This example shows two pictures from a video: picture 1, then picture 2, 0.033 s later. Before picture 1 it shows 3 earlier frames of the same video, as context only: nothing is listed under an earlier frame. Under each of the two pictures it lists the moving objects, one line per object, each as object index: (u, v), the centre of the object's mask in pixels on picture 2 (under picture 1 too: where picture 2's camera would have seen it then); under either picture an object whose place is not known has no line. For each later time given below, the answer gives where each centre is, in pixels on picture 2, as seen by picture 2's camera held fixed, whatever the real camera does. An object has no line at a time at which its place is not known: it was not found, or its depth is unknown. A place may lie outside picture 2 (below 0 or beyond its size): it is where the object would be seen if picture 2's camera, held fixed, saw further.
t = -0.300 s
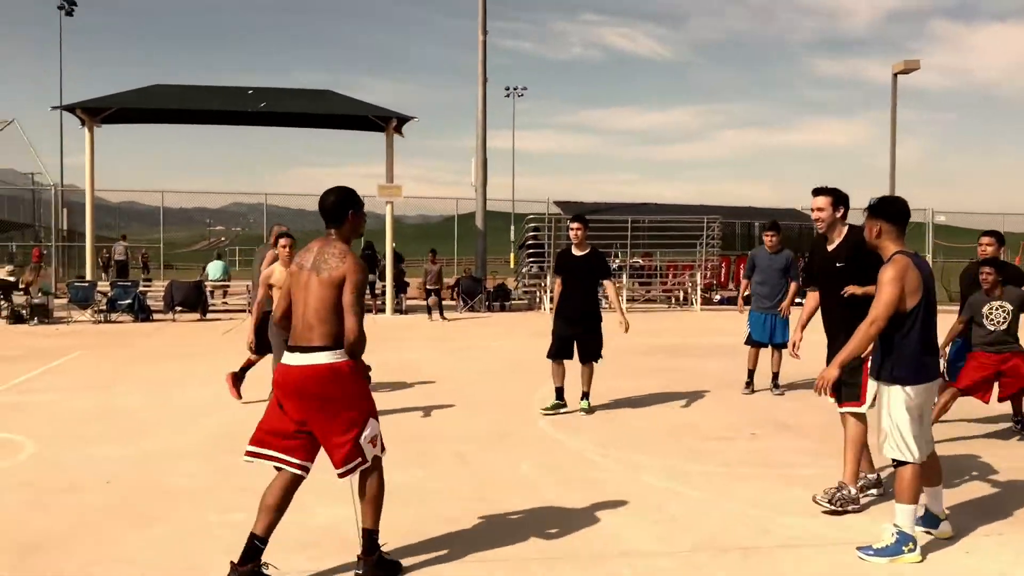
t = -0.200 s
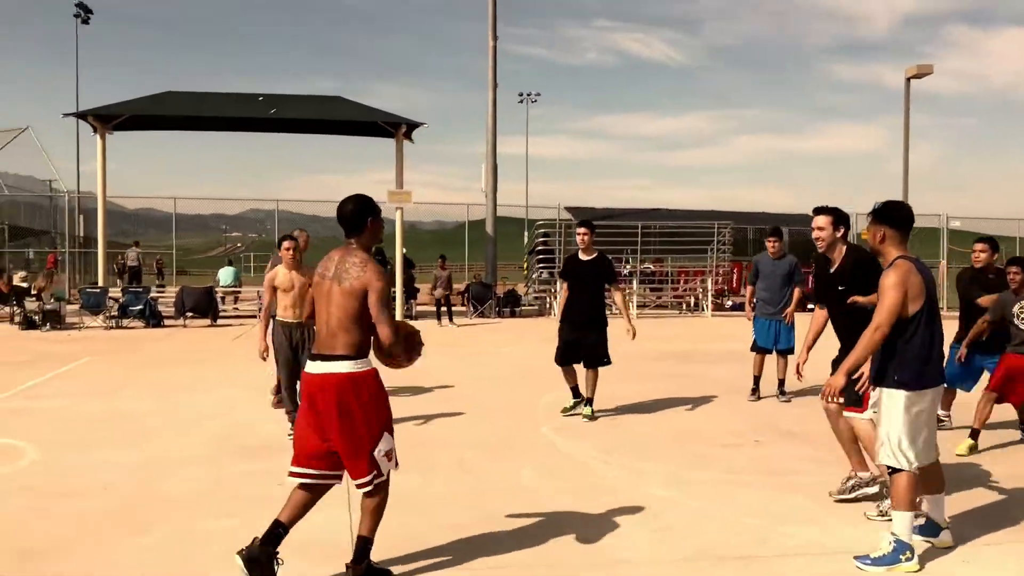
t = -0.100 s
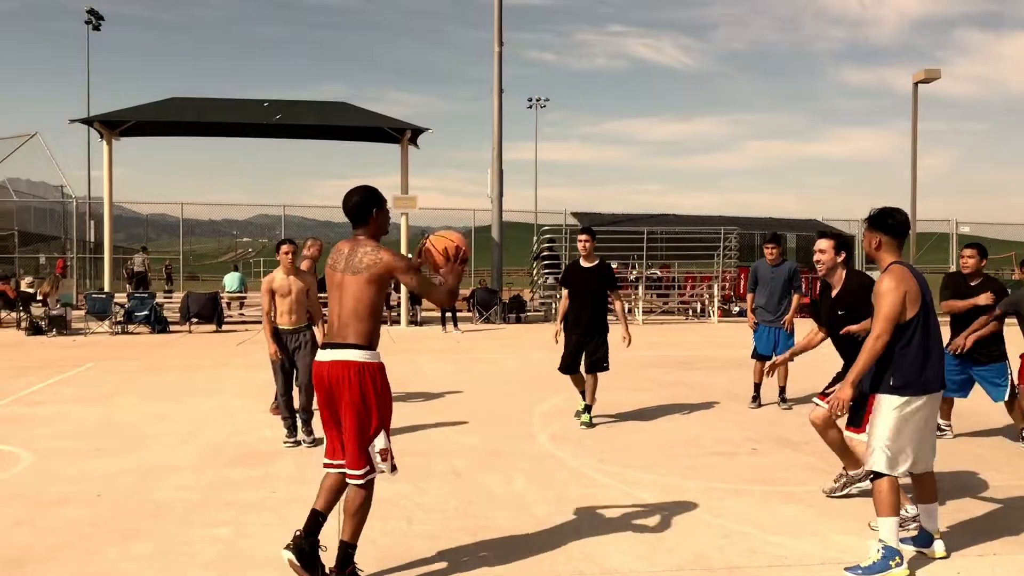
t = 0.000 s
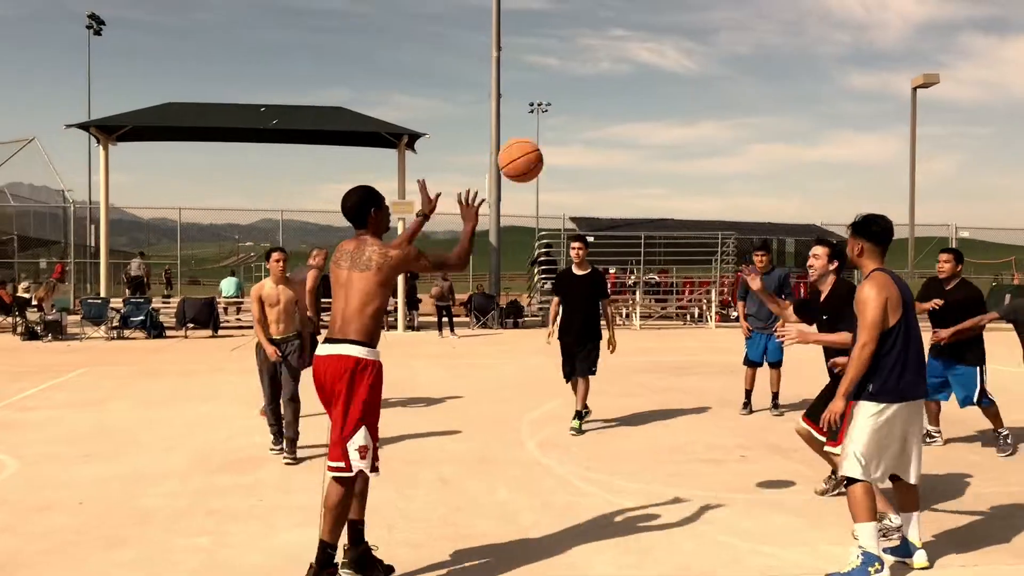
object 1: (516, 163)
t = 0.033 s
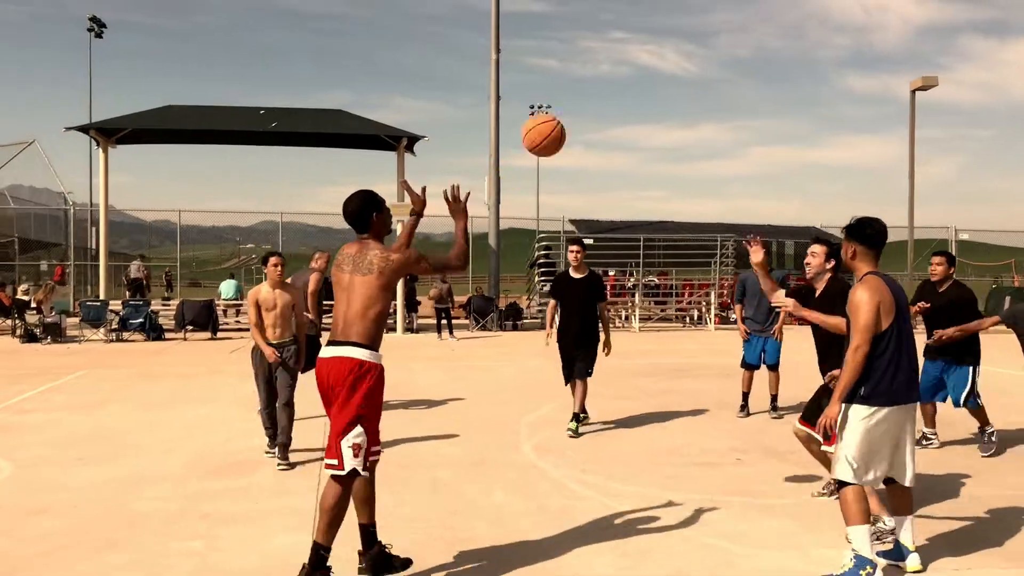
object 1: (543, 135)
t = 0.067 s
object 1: (568, 111)
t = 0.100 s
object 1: (591, 88)
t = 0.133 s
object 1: (613, 68)
